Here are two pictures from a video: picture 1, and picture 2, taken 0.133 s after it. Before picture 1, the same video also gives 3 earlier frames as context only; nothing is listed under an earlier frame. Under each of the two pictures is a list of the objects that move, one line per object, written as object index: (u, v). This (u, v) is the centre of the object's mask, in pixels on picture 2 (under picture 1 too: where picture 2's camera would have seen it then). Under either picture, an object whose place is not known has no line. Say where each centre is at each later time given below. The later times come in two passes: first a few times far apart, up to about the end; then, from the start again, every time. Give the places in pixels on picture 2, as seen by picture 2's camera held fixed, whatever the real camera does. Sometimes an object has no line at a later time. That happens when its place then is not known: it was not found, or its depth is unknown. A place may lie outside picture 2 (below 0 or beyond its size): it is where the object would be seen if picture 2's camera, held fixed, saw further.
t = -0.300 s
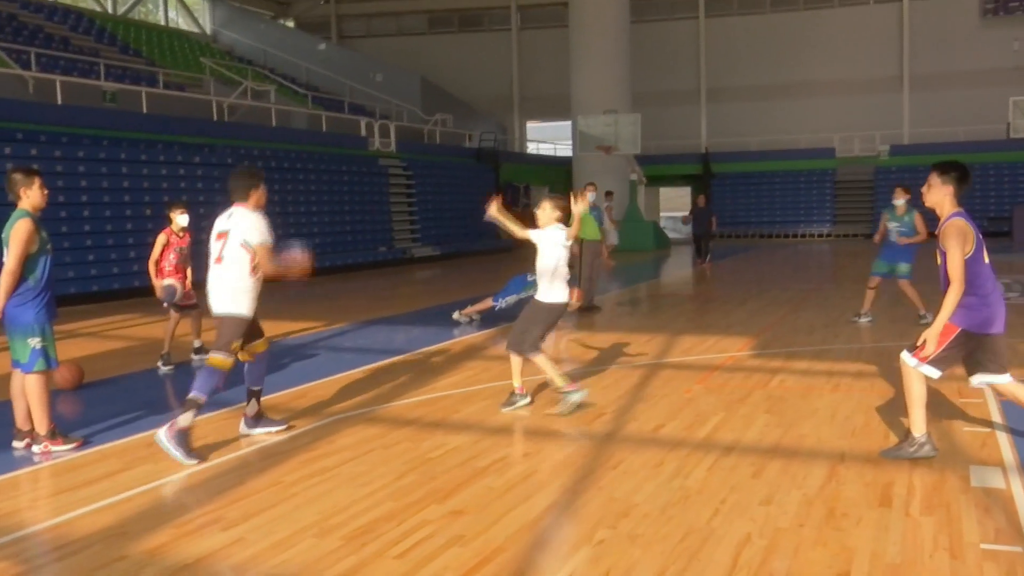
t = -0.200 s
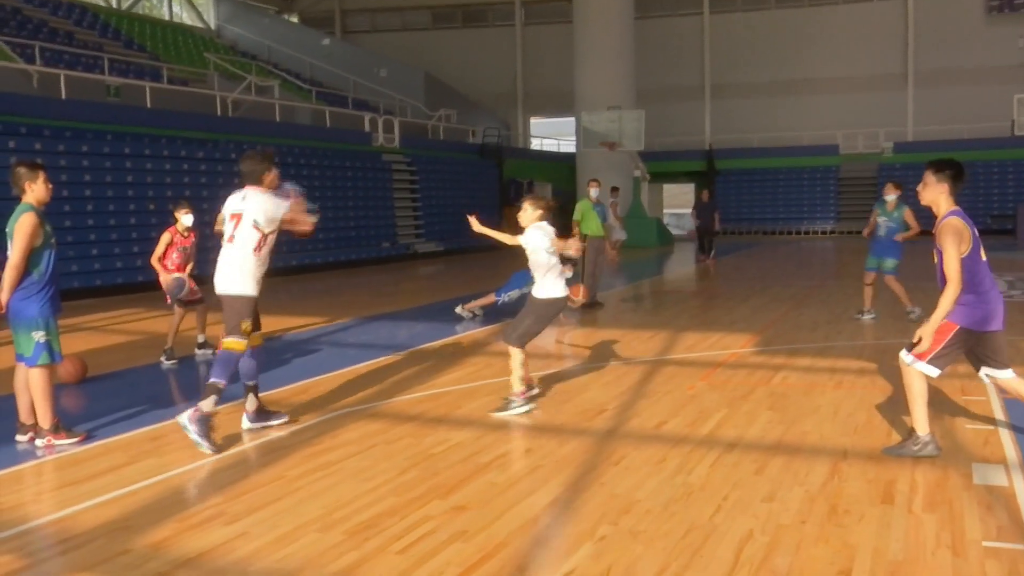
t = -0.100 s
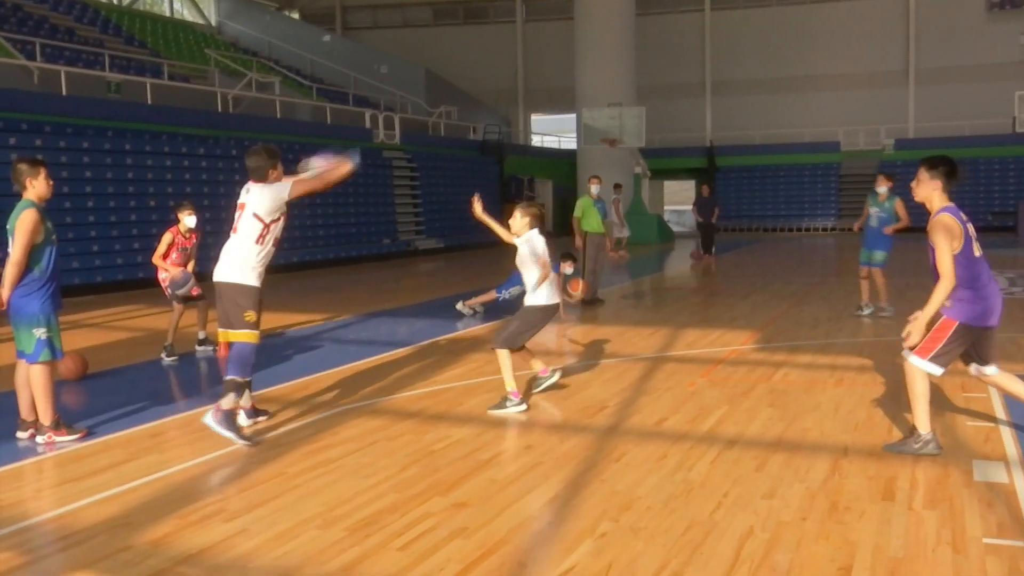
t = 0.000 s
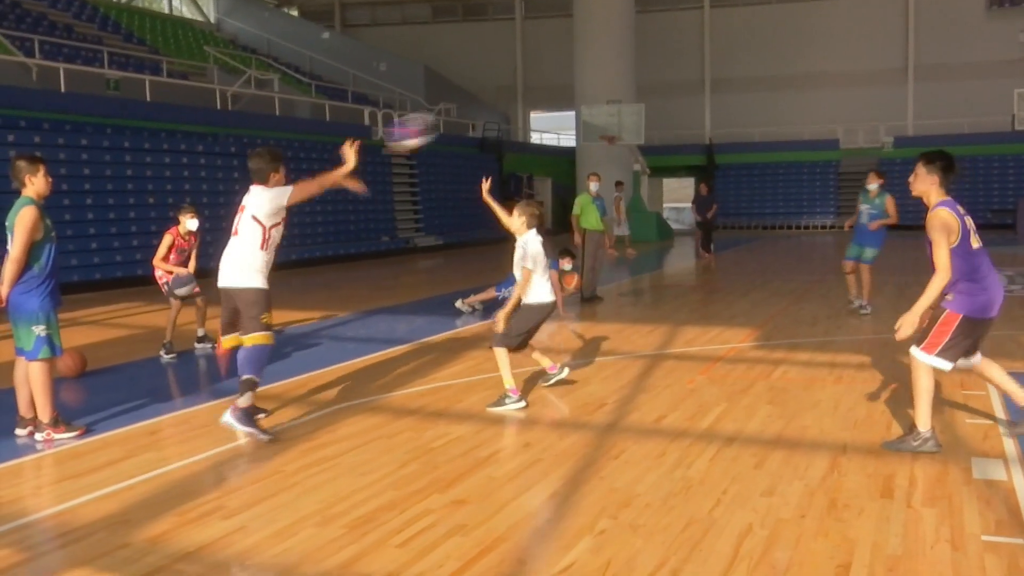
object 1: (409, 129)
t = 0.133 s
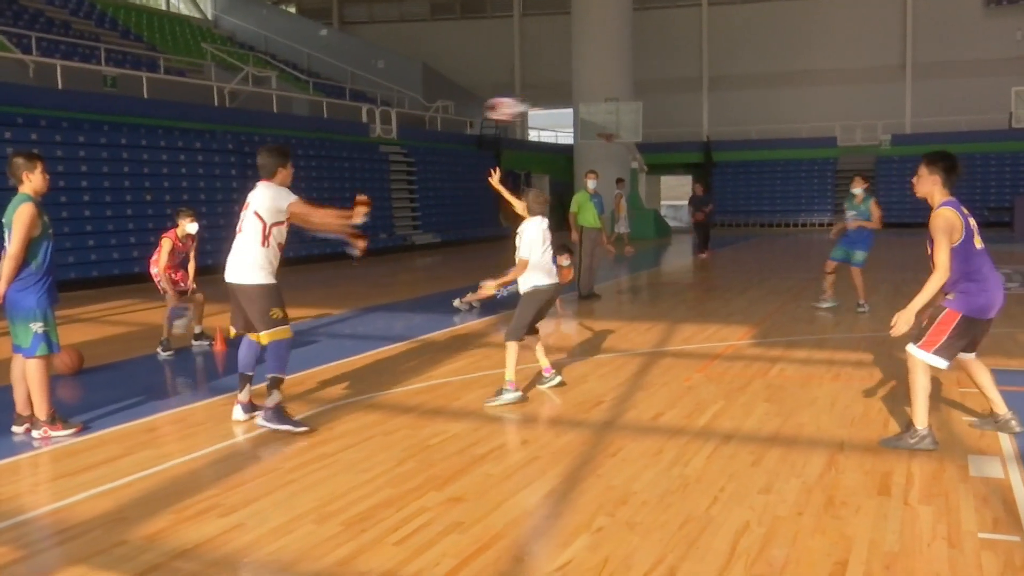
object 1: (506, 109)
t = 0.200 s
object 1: (550, 105)
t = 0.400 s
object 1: (658, 132)
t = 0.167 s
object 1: (528, 109)
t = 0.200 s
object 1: (550, 105)
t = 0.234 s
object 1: (569, 106)
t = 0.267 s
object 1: (587, 109)
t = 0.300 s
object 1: (604, 112)
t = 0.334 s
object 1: (621, 117)
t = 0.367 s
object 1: (640, 127)
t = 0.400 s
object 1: (658, 132)
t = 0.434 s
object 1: (674, 140)
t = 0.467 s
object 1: (687, 147)
